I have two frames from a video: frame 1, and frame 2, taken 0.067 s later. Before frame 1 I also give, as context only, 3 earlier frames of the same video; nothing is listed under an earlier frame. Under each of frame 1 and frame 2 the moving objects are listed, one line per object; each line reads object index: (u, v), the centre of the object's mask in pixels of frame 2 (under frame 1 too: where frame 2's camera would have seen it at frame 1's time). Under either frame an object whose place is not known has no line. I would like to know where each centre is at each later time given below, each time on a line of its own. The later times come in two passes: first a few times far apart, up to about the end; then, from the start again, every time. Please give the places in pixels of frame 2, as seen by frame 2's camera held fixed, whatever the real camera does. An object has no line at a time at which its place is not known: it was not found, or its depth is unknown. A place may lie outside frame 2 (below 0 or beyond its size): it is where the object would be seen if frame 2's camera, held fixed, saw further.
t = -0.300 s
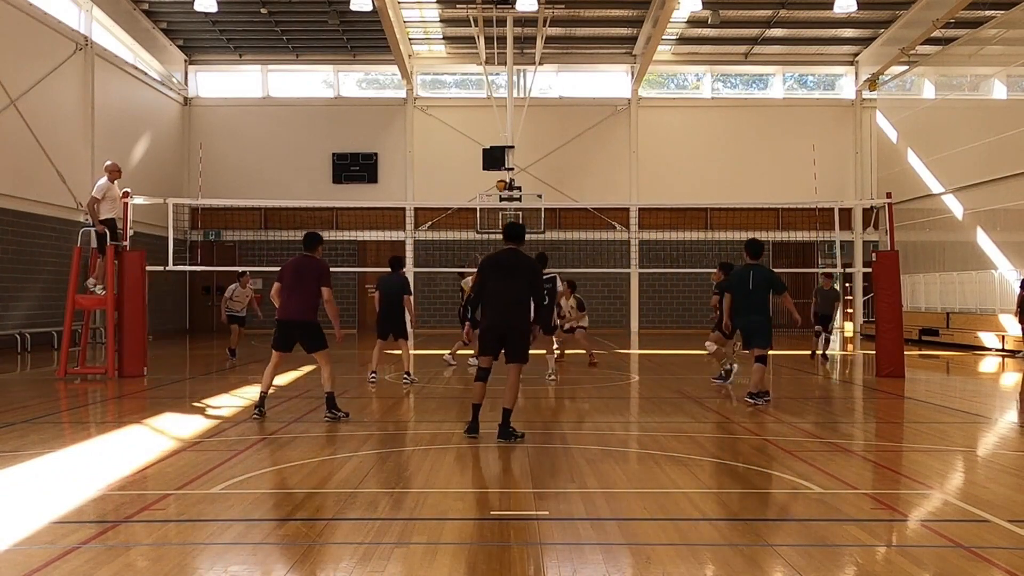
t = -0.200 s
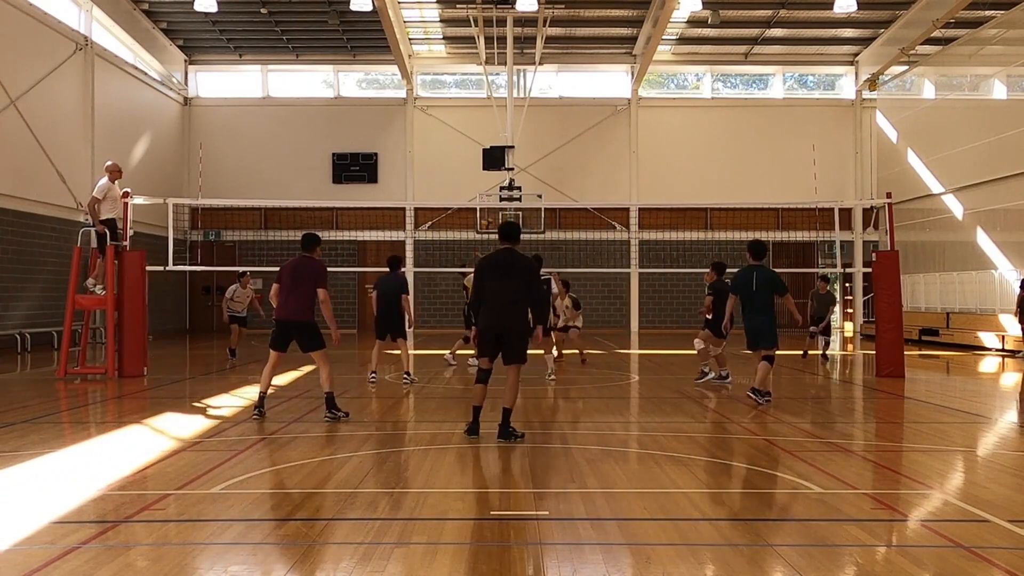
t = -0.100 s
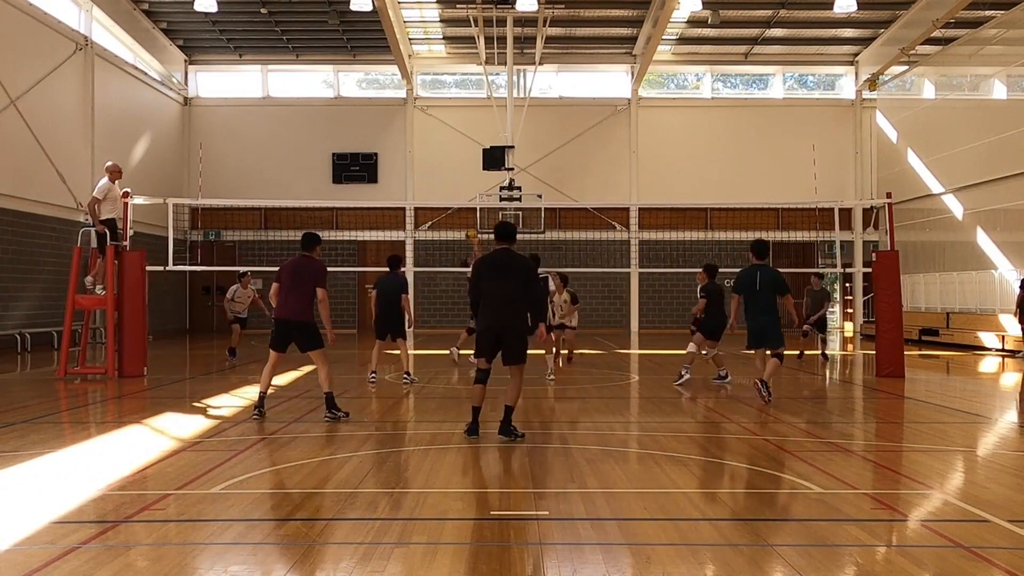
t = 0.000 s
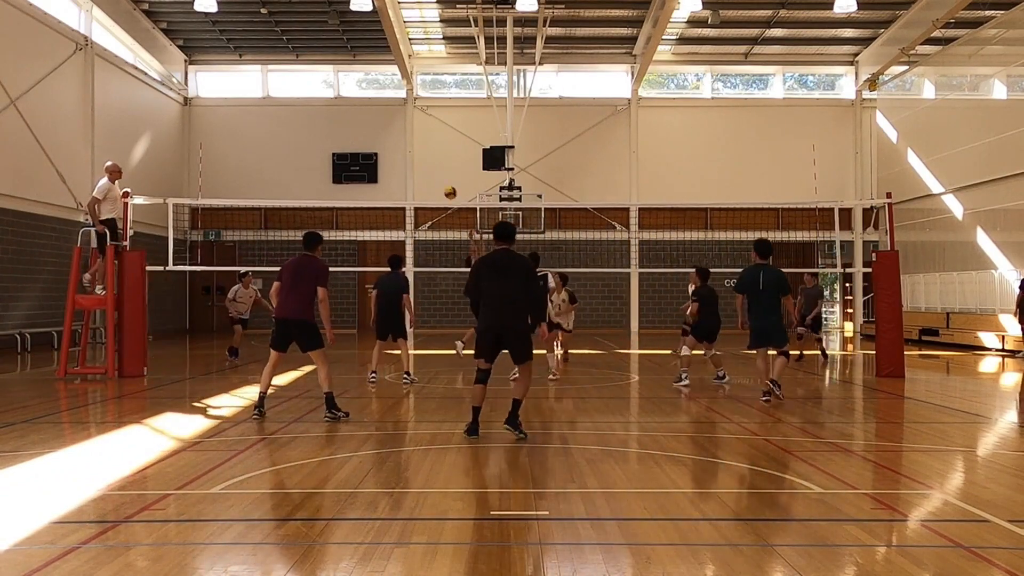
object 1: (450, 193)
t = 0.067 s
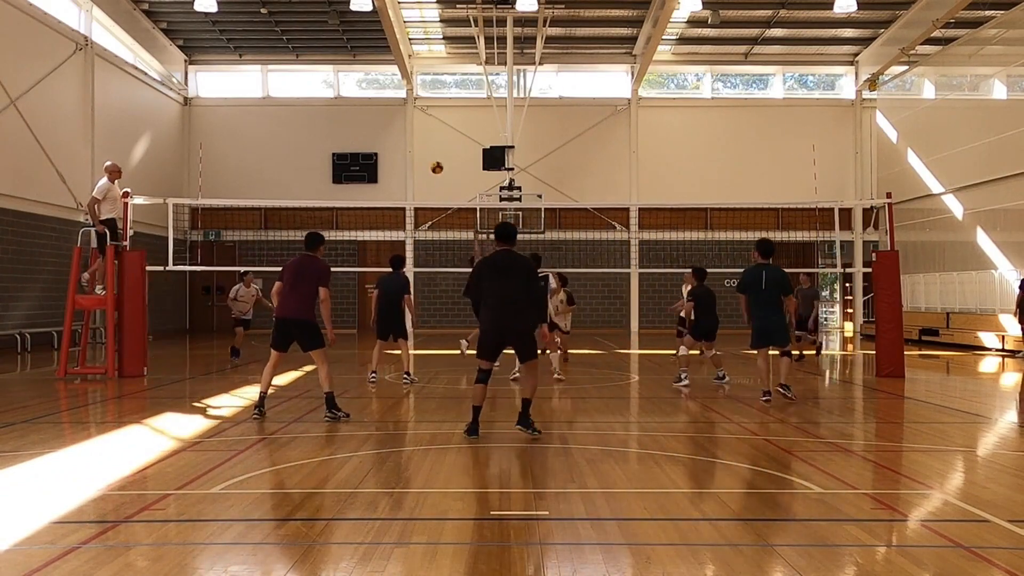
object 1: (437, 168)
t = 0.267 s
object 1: (396, 108)
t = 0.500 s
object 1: (350, 70)
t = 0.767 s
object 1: (297, 66)
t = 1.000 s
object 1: (252, 99)
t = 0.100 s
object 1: (430, 156)
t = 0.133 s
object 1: (423, 145)
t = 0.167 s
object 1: (416, 135)
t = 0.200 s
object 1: (410, 125)
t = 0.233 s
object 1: (403, 116)
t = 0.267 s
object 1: (396, 108)
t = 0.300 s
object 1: (390, 101)
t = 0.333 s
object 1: (383, 94)
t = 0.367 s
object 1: (376, 88)
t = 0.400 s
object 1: (369, 82)
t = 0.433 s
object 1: (363, 78)
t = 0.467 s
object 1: (356, 73)
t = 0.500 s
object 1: (350, 70)
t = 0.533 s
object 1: (343, 67)
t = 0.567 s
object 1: (337, 65)
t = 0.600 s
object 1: (329, 64)
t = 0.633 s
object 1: (323, 62)
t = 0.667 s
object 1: (317, 62)
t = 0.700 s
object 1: (310, 63)
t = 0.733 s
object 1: (304, 64)
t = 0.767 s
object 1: (297, 66)
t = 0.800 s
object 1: (291, 69)
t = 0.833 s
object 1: (284, 71)
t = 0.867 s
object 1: (278, 76)
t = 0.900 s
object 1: (271, 81)
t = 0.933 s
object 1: (265, 86)
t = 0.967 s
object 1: (259, 92)
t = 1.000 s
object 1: (252, 99)
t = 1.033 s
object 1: (246, 106)
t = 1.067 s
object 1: (239, 114)
